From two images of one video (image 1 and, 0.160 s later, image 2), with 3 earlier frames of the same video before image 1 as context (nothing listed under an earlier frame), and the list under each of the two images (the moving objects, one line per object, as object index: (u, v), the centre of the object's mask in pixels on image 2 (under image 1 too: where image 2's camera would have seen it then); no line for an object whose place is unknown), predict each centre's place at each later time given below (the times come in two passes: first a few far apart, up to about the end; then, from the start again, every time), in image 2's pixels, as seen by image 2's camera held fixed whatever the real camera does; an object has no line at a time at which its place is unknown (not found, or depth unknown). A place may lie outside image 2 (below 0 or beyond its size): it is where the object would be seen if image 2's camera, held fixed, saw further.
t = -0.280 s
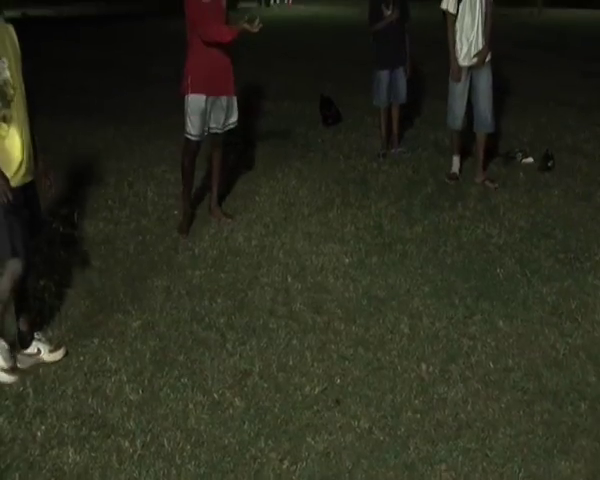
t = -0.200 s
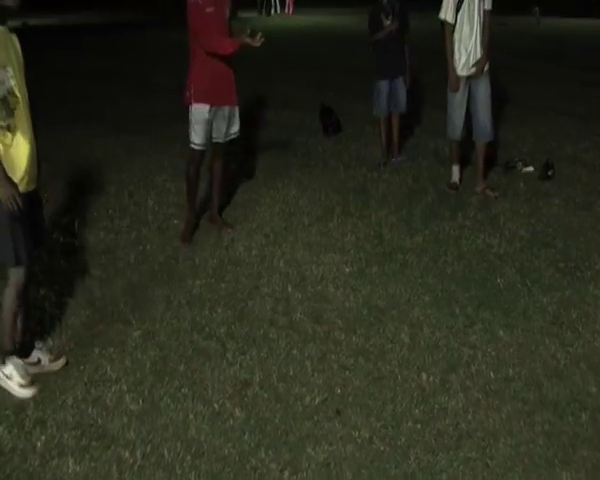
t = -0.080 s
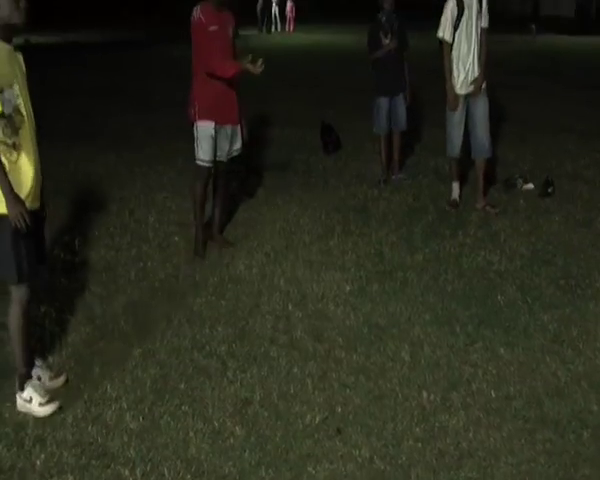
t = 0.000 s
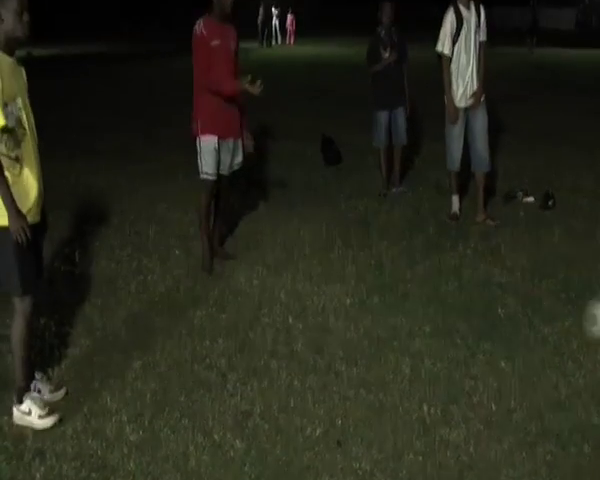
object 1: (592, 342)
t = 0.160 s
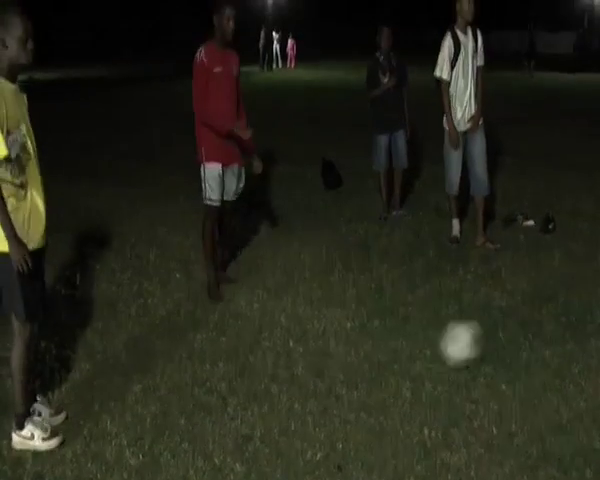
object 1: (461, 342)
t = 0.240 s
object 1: (393, 345)
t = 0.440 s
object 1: (260, 345)
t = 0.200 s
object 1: (424, 345)
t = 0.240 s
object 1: (393, 345)
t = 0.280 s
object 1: (362, 345)
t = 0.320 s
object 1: (334, 347)
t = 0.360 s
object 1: (309, 346)
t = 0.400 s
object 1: (285, 344)
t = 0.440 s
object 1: (260, 345)
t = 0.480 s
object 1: (240, 345)
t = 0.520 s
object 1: (222, 340)
